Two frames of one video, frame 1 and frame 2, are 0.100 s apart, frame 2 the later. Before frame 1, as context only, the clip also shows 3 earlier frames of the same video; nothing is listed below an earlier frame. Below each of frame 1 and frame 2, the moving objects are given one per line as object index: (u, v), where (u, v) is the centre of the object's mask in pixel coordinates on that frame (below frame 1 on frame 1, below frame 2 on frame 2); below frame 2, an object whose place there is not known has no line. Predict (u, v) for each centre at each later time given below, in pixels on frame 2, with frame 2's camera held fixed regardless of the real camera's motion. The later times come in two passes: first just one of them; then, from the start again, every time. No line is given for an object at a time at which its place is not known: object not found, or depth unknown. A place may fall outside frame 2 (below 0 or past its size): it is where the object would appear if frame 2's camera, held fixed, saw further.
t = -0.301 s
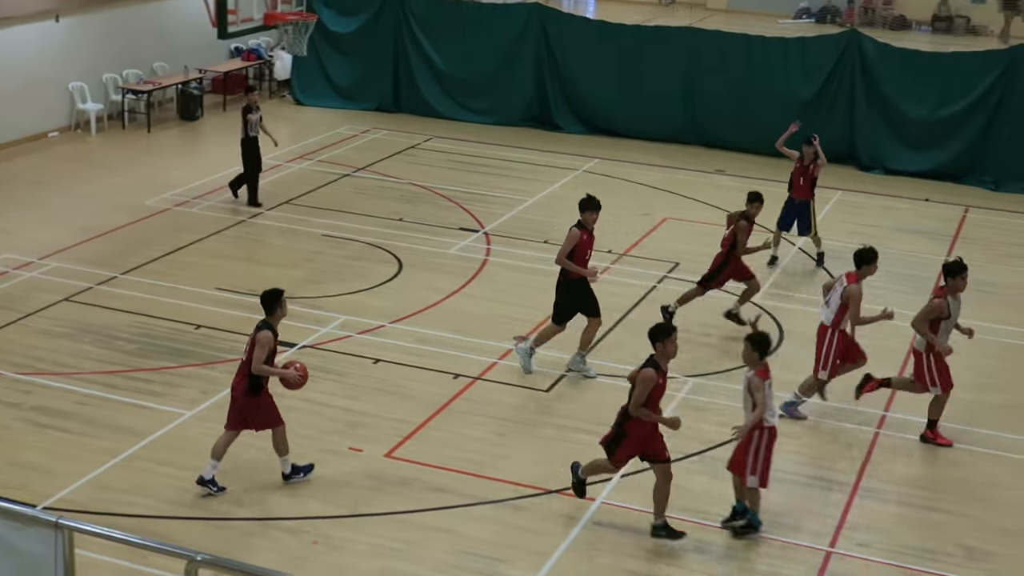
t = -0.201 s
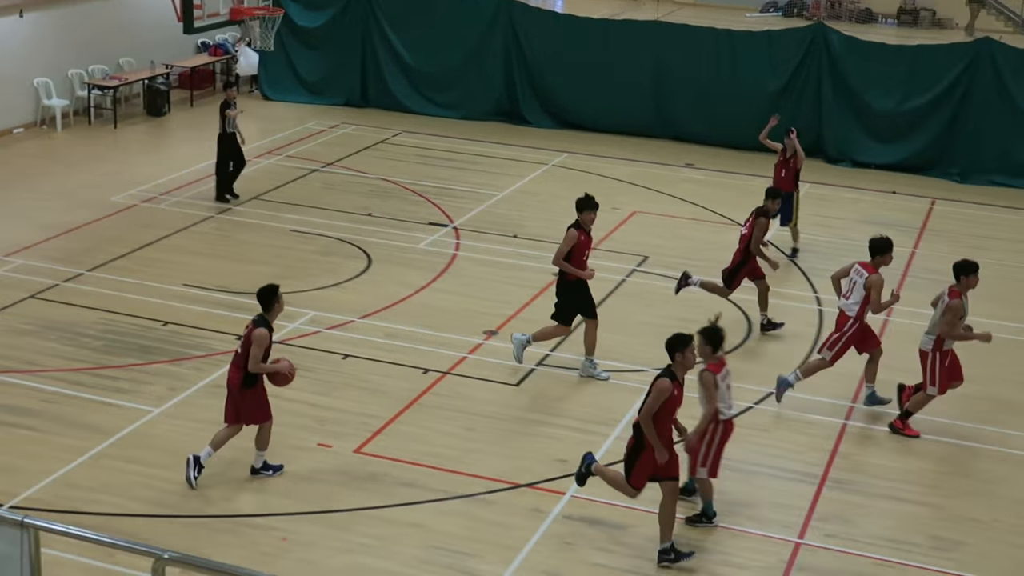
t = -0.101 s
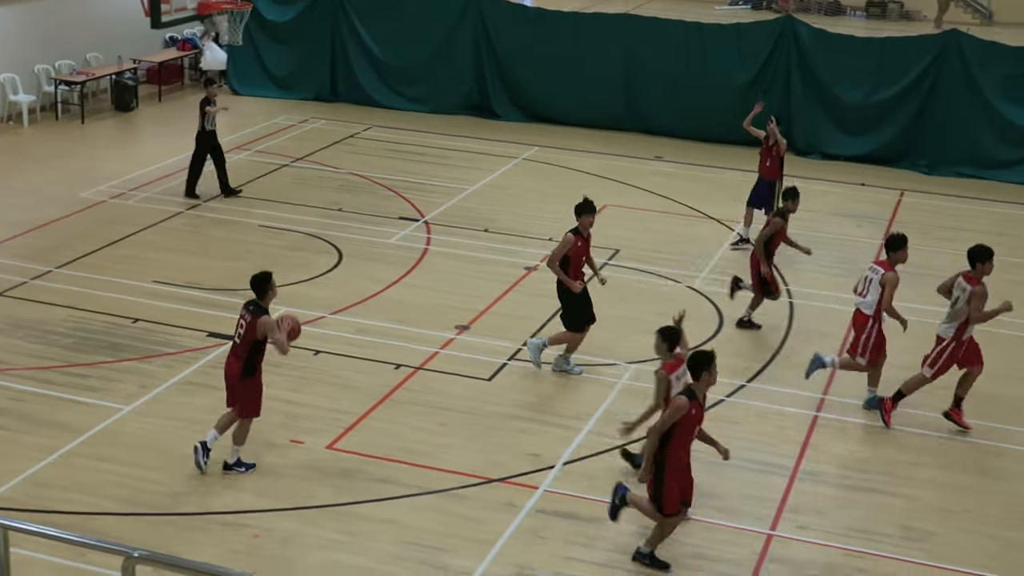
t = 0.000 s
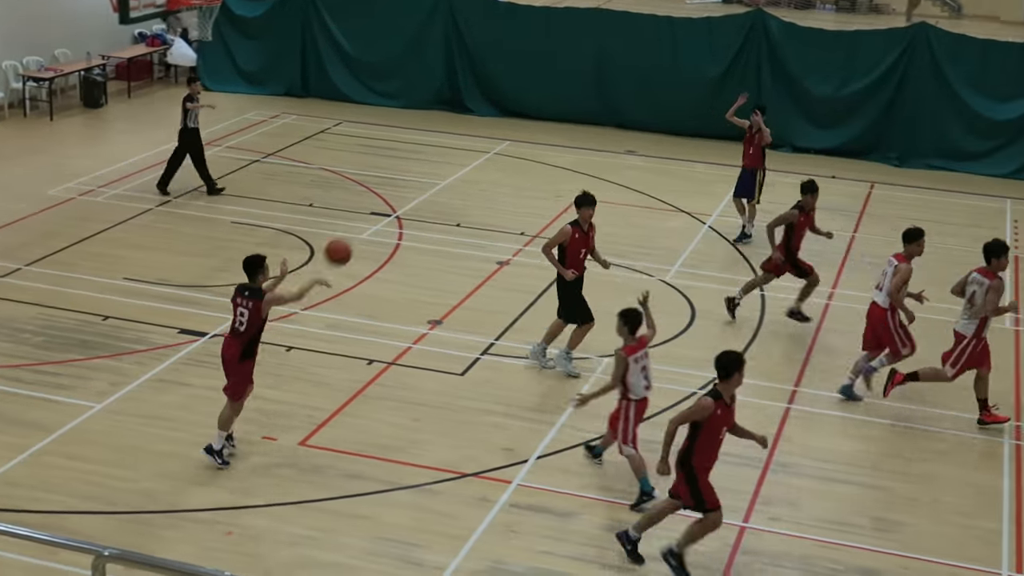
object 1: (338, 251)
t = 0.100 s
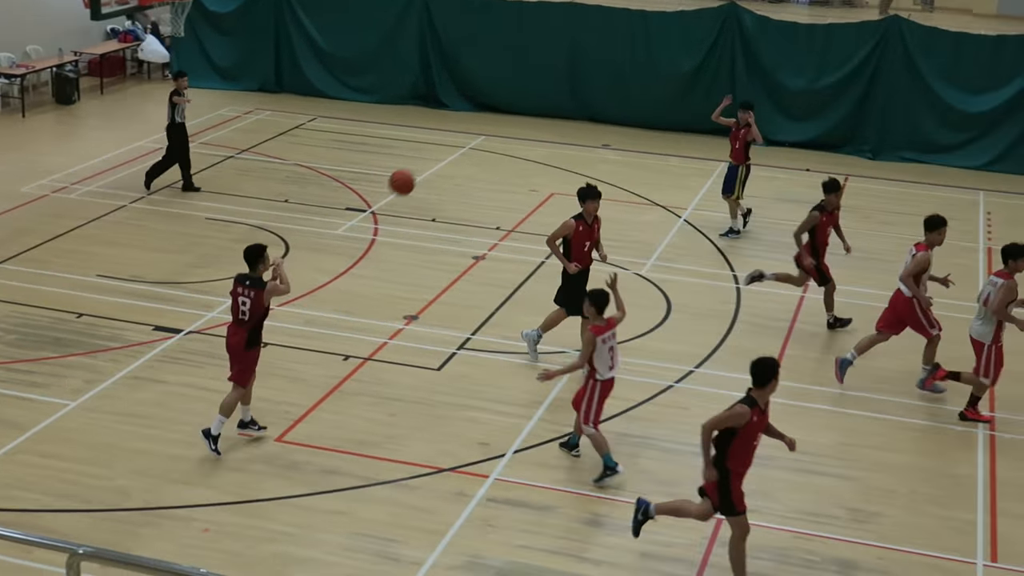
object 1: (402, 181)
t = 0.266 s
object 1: (521, 101)
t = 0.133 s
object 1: (428, 161)
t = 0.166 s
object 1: (454, 145)
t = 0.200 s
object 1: (477, 129)
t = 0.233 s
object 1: (501, 115)
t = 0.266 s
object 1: (521, 101)
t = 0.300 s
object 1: (540, 89)
